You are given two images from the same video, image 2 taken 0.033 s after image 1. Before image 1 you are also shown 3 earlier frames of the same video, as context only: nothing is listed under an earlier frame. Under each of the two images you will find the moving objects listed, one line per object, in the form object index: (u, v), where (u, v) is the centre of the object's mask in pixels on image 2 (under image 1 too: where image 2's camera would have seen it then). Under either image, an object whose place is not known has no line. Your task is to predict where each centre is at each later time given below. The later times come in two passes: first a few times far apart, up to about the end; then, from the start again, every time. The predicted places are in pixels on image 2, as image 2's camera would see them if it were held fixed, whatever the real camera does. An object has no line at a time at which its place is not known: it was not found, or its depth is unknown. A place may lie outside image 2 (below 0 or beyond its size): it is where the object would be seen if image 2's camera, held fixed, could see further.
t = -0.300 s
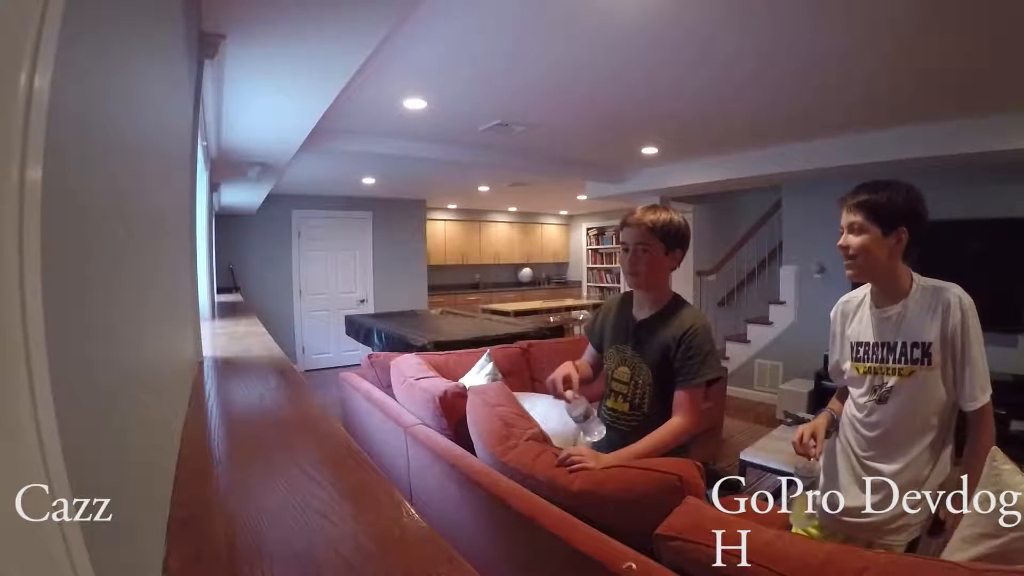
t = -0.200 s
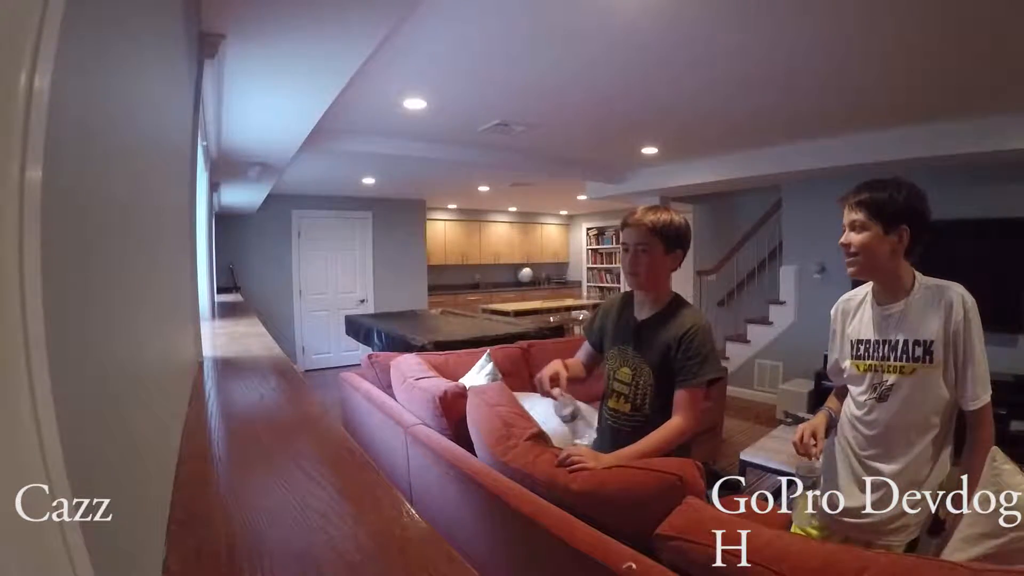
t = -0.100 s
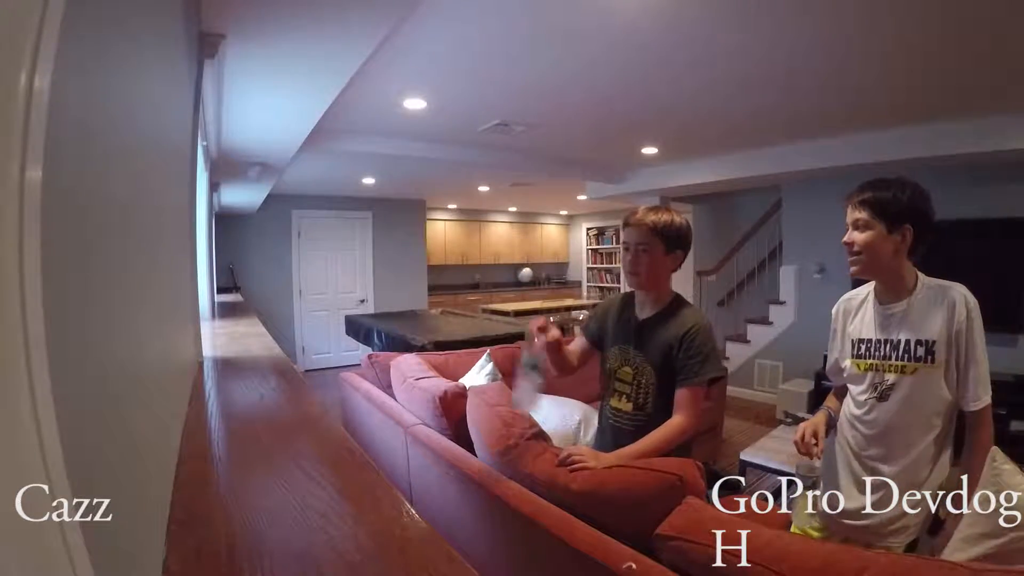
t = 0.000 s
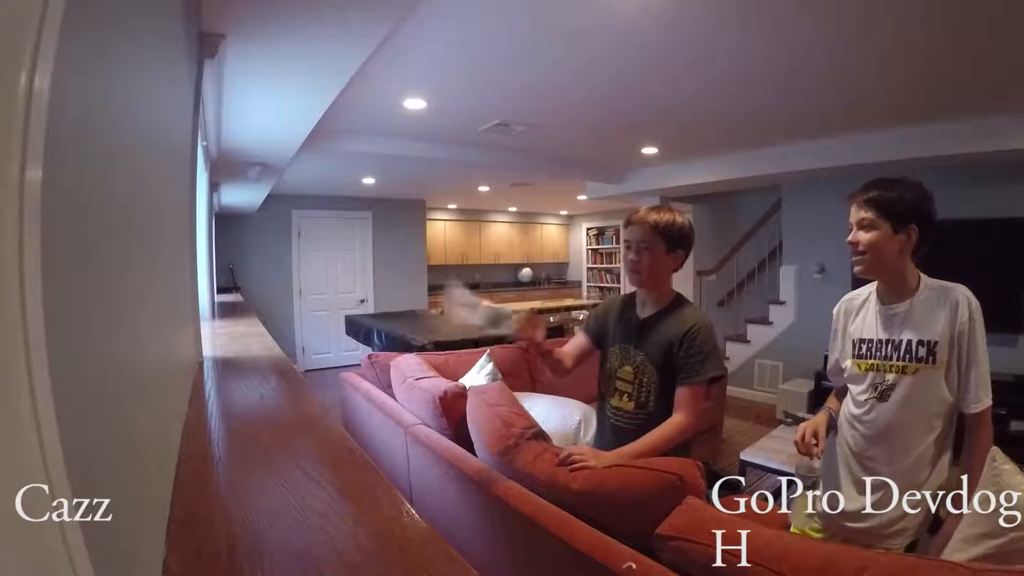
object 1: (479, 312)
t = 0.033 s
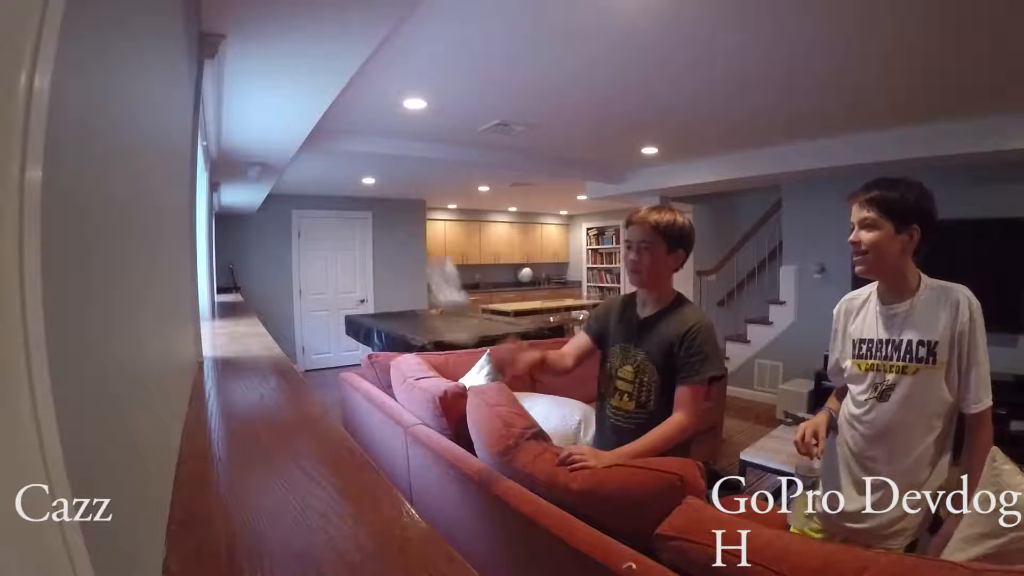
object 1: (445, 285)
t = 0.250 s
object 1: (291, 203)
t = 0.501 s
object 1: (216, 359)
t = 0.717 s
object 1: (229, 357)
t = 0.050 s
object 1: (433, 278)
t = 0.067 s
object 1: (421, 266)
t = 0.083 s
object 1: (410, 254)
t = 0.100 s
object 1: (397, 242)
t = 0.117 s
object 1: (388, 231)
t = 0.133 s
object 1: (377, 224)
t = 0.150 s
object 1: (360, 217)
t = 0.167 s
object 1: (354, 213)
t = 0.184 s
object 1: (331, 208)
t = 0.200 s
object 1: (323, 205)
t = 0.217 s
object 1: (314, 204)
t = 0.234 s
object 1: (302, 203)
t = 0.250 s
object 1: (291, 203)
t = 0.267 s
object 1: (280, 207)
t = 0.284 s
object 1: (269, 215)
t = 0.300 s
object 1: (254, 220)
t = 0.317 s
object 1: (242, 228)
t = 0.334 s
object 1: (232, 241)
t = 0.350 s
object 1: (220, 251)
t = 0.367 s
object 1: (209, 259)
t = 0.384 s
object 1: (194, 282)
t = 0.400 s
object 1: (190, 307)
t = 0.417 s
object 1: (194, 316)
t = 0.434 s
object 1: (200, 332)
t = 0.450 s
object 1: (206, 355)
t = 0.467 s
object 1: (211, 361)
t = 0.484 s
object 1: (214, 360)
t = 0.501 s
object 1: (216, 359)
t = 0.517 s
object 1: (218, 360)
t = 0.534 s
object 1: (220, 359)
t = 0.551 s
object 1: (223, 358)
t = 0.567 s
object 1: (224, 357)
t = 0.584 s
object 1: (225, 358)
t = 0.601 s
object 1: (227, 357)
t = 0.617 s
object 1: (228, 357)
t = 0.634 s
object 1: (229, 357)
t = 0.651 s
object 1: (229, 357)
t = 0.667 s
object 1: (229, 357)
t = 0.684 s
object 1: (229, 357)
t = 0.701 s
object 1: (230, 357)
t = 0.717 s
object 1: (229, 357)
